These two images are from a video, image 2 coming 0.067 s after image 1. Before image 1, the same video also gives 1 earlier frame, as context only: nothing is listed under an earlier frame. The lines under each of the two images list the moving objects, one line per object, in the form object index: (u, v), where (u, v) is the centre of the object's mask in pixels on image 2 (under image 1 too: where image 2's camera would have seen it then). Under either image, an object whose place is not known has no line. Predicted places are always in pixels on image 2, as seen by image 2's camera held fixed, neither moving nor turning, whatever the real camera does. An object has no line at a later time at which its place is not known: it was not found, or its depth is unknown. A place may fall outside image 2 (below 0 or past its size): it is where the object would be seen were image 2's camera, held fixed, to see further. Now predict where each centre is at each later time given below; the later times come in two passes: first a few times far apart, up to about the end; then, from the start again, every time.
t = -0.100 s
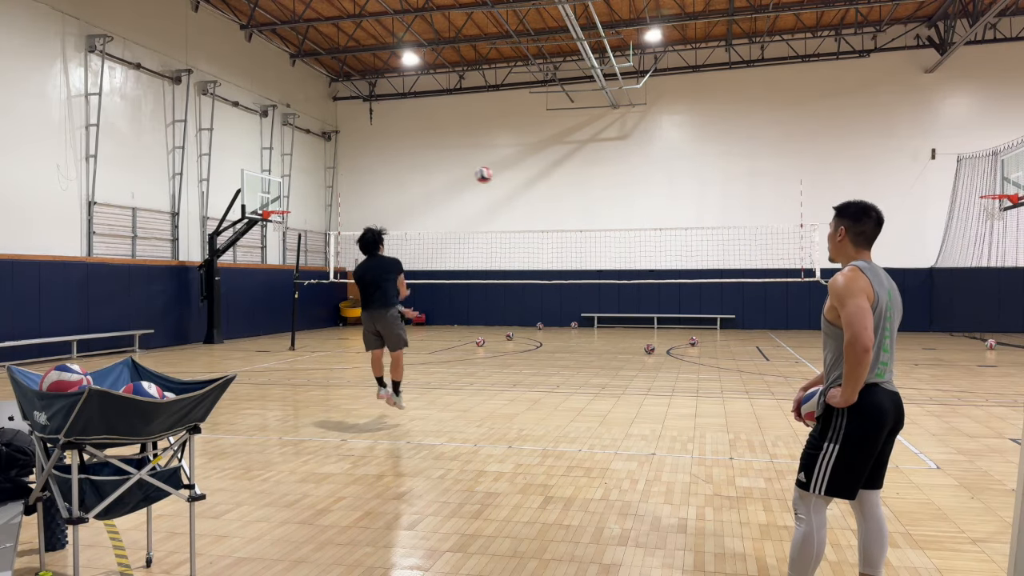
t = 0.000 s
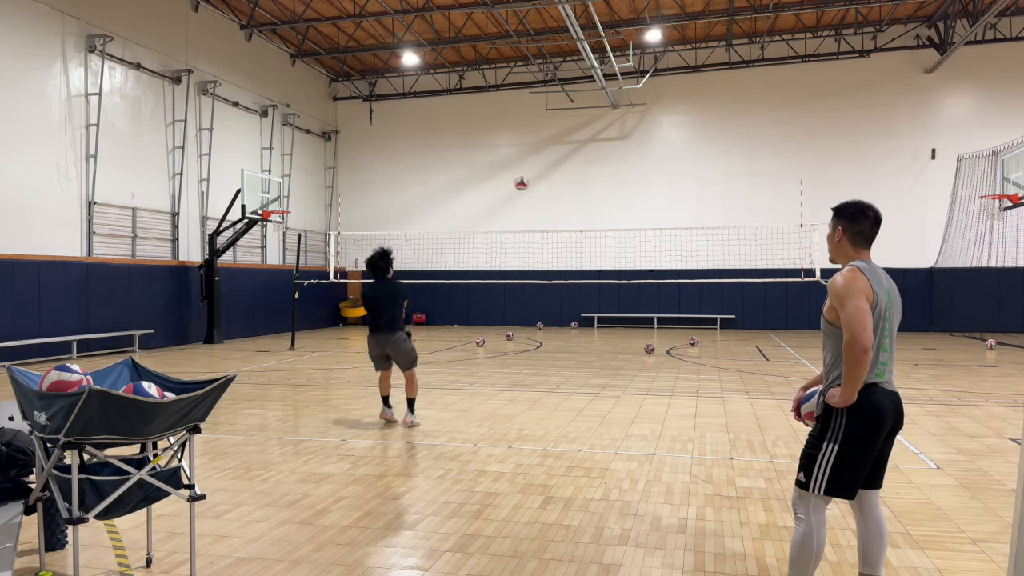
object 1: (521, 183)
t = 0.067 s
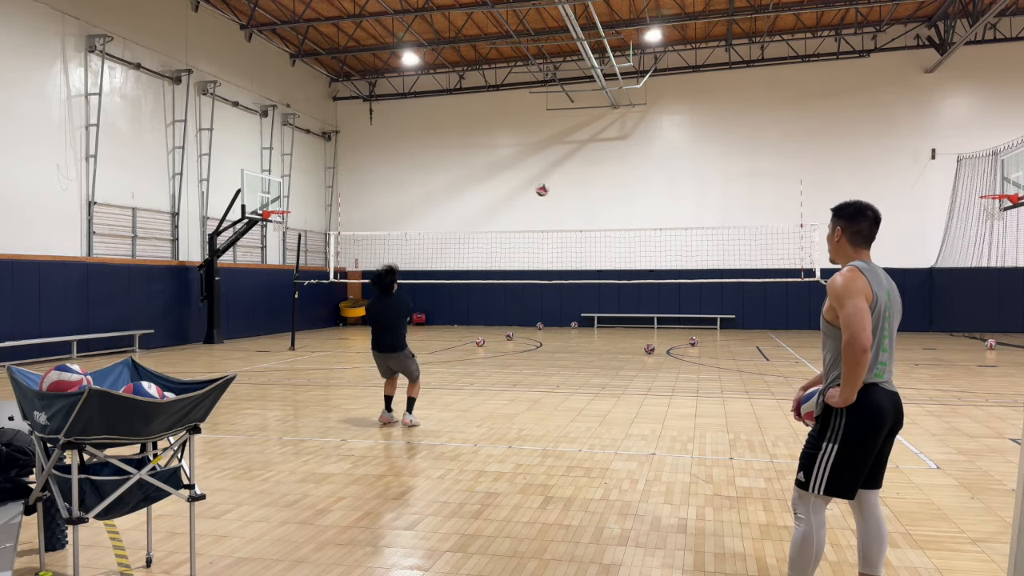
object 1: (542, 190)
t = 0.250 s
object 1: (586, 214)
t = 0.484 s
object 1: (621, 259)
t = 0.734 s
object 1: (641, 314)
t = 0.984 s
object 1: (649, 296)
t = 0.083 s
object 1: (546, 192)
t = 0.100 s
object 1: (551, 193)
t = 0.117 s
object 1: (555, 195)
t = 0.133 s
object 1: (560, 197)
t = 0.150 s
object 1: (564, 199)
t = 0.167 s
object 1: (568, 201)
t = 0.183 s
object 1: (572, 204)
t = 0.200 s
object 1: (575, 206)
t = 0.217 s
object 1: (579, 208)
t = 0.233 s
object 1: (583, 211)
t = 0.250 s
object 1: (586, 214)
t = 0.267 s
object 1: (589, 216)
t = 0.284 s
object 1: (592, 219)
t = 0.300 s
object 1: (595, 222)
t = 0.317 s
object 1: (598, 225)
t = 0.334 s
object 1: (601, 228)
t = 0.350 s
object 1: (603, 232)
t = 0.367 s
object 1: (606, 235)
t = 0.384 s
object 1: (608, 238)
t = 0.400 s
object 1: (611, 241)
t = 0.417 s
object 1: (613, 245)
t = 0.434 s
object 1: (615, 248)
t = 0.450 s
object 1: (617, 251)
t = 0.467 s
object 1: (619, 255)
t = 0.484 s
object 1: (621, 259)
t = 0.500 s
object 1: (623, 262)
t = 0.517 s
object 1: (625, 266)
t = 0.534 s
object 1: (626, 270)
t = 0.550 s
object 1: (628, 274)
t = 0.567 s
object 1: (629, 276)
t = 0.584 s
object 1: (631, 281)
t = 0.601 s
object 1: (633, 285)
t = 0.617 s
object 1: (634, 288)
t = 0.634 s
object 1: (635, 292)
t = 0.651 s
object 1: (636, 296)
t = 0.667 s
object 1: (637, 299)
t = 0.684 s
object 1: (638, 303)
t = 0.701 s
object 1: (639, 307)
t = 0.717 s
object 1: (640, 310)
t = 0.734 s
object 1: (641, 314)
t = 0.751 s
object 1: (642, 318)
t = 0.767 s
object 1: (642, 322)
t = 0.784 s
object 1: (643, 325)
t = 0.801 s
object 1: (644, 329)
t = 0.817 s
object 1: (645, 326)
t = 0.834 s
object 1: (645, 322)
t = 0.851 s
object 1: (645, 319)
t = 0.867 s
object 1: (646, 315)
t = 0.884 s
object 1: (646, 312)
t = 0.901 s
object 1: (647, 309)
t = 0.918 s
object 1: (647, 306)
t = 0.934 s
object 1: (648, 303)
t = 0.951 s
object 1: (648, 300)
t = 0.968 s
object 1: (648, 298)
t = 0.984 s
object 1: (649, 296)
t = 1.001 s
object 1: (649, 293)
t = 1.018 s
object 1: (650, 291)
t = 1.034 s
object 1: (650, 289)
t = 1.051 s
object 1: (650, 287)
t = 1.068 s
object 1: (650, 285)
